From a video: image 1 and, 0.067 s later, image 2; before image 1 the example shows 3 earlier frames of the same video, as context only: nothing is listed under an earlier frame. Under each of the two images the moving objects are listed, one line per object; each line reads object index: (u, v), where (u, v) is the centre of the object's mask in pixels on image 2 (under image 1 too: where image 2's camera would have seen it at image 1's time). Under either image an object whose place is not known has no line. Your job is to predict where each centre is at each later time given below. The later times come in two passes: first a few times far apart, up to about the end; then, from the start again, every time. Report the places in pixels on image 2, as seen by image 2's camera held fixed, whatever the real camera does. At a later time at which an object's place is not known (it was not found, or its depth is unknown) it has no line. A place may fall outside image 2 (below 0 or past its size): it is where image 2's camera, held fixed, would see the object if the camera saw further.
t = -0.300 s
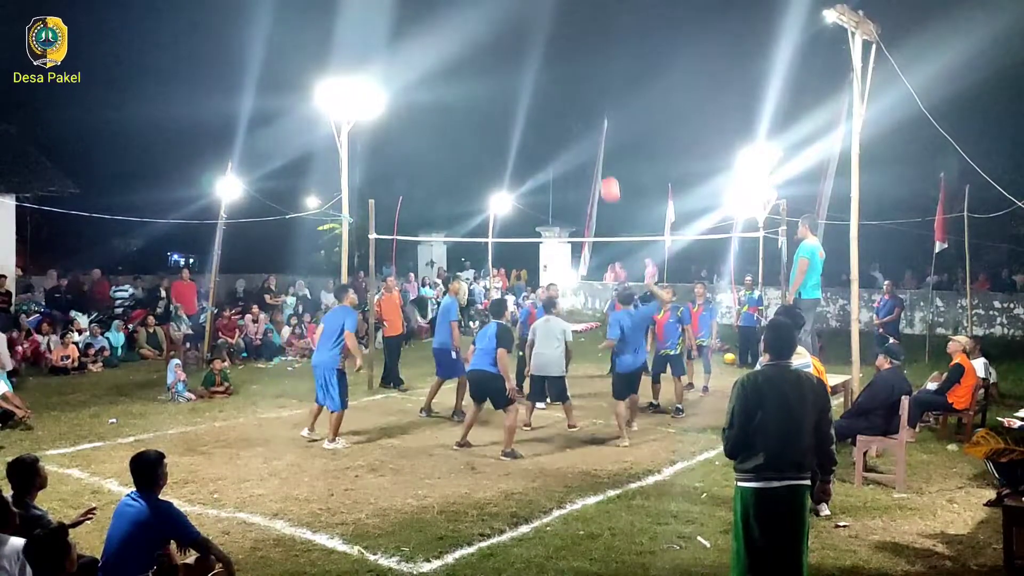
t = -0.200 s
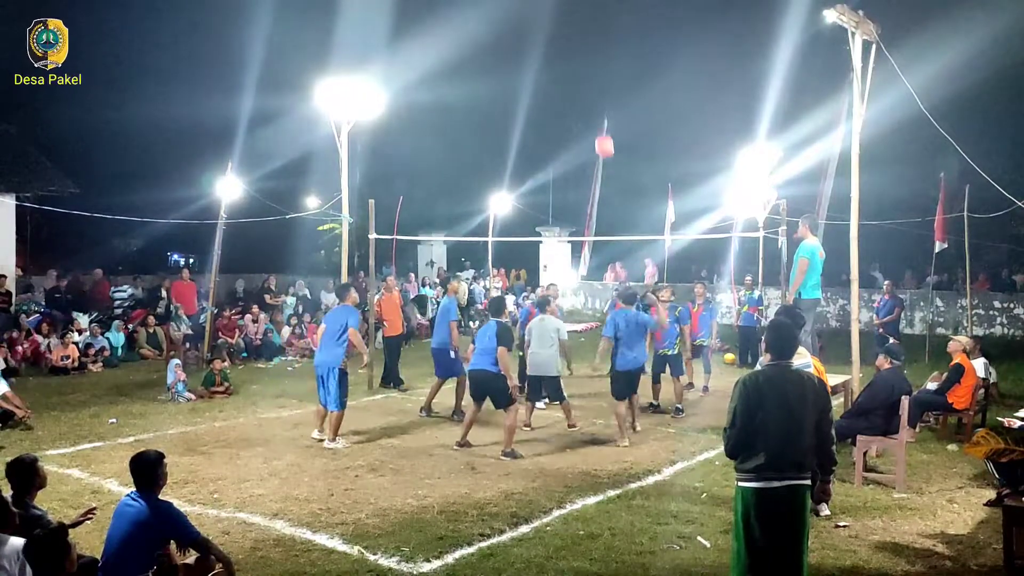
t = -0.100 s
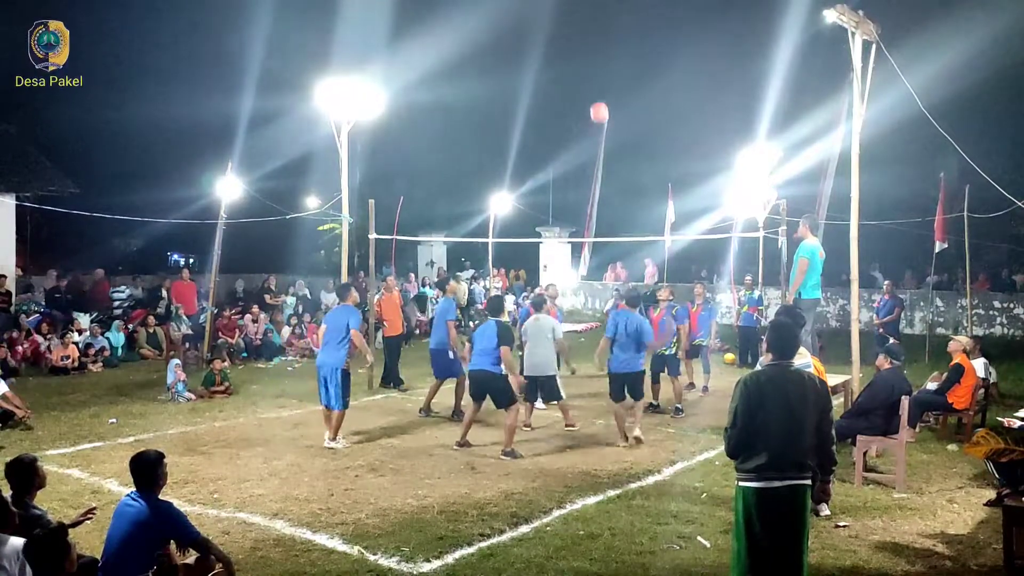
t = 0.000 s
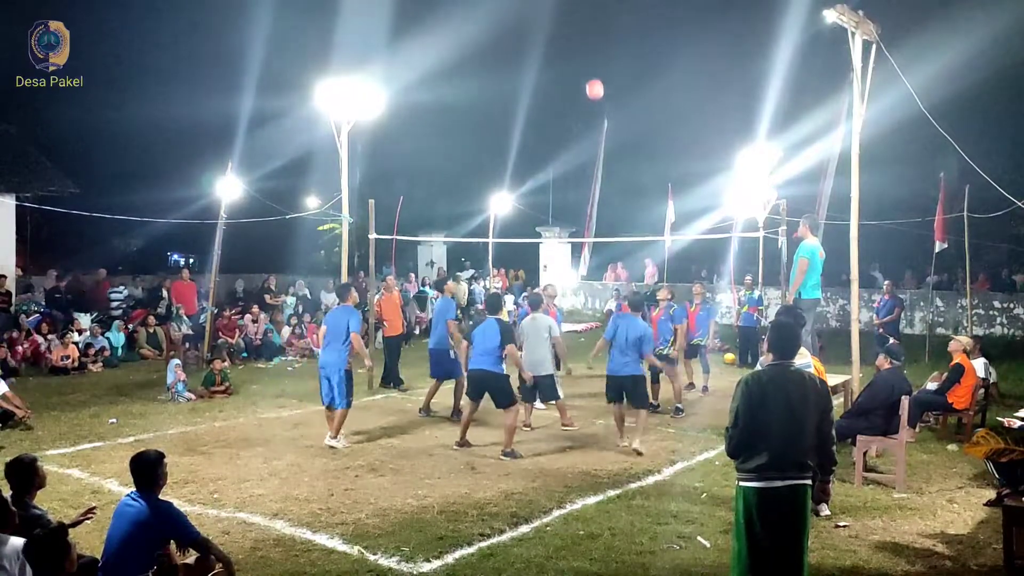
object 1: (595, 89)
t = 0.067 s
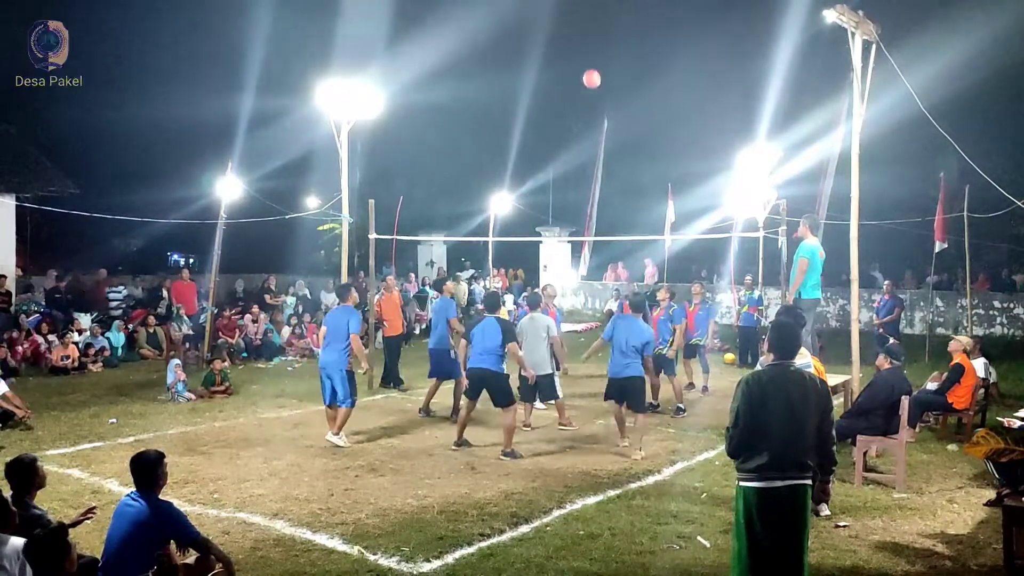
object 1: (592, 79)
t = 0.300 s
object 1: (581, 71)
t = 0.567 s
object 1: (569, 109)
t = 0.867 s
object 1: (555, 202)
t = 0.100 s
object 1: (590, 75)
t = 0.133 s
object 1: (589, 73)
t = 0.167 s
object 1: (587, 71)
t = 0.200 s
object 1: (586, 69)
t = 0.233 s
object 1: (584, 69)
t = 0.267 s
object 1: (583, 70)
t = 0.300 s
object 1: (581, 71)
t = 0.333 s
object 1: (580, 73)
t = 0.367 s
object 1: (578, 76)
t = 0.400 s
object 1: (577, 80)
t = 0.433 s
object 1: (575, 84)
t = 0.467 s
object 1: (573, 89)
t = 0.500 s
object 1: (572, 95)
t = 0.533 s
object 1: (570, 102)
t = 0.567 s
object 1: (569, 109)
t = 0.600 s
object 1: (567, 117)
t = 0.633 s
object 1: (566, 126)
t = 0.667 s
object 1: (564, 135)
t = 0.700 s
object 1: (563, 144)
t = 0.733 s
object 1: (561, 155)
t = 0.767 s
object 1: (560, 166)
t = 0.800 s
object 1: (558, 178)
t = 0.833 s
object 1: (557, 190)
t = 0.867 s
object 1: (555, 202)
